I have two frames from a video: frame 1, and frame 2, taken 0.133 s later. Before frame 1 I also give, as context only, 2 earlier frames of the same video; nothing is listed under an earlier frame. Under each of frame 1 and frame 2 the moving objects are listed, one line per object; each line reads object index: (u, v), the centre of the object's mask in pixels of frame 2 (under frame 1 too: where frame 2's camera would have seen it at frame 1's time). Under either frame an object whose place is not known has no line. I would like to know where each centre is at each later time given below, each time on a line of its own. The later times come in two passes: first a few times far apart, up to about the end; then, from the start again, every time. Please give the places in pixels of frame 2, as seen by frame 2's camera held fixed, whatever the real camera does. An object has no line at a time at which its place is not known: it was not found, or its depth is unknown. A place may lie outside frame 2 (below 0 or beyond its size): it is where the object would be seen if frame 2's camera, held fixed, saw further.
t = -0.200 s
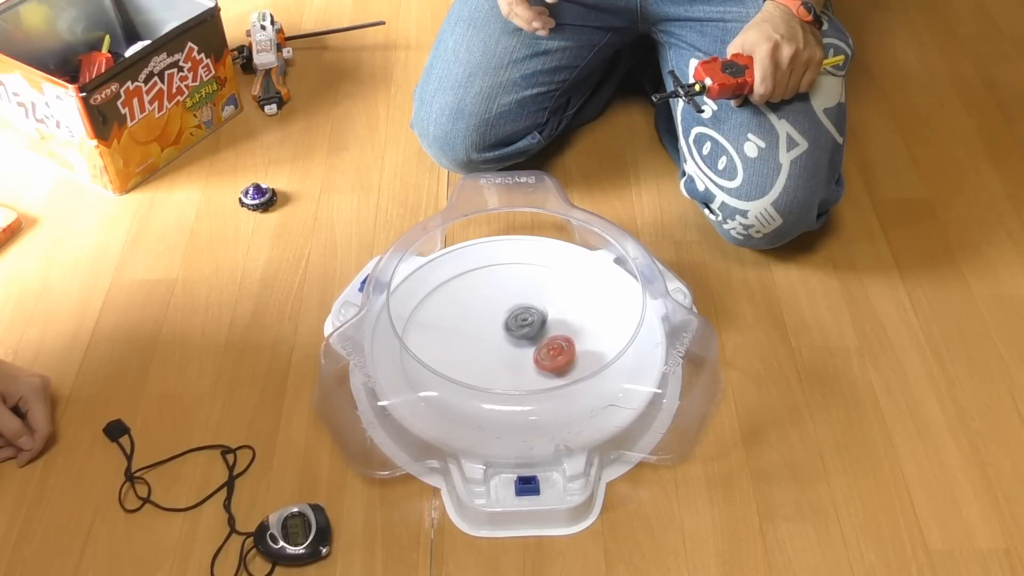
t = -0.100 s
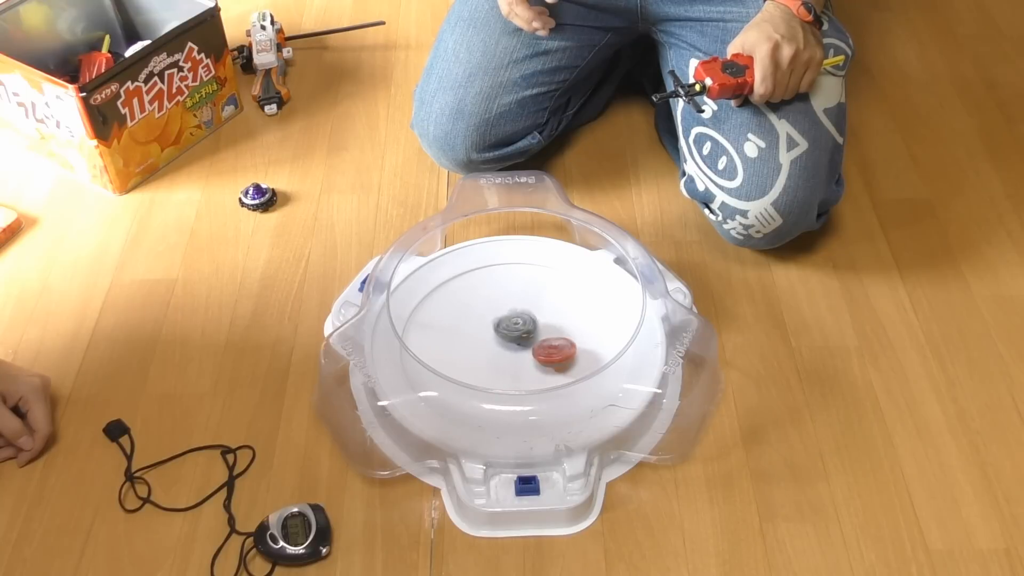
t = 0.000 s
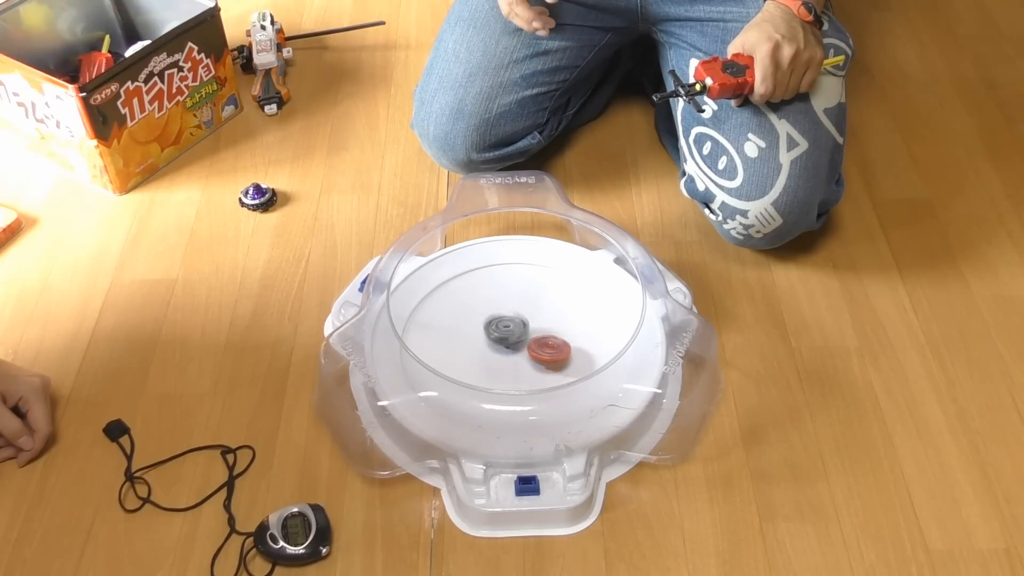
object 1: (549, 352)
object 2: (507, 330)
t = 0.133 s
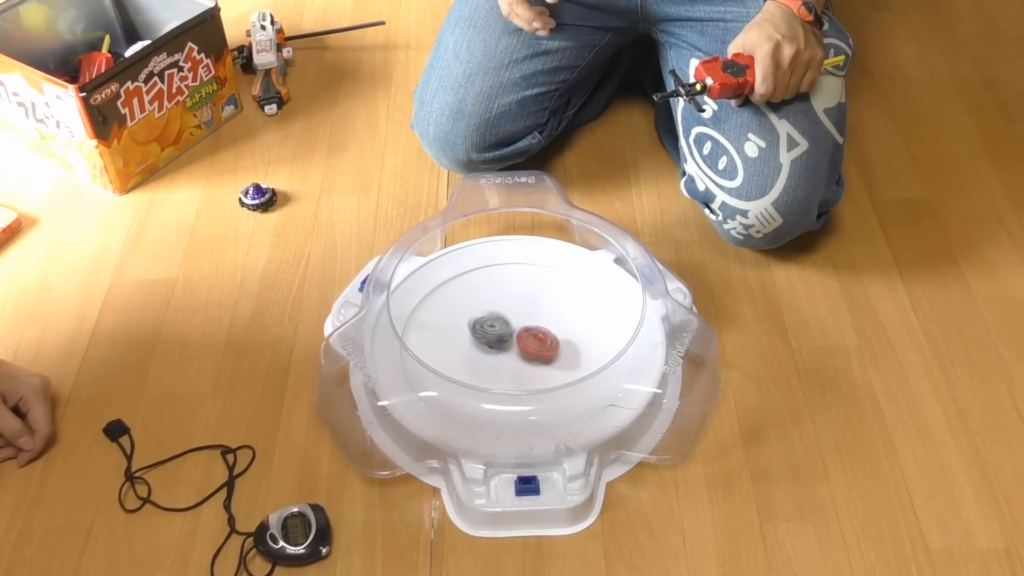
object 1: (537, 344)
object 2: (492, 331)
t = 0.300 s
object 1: (536, 336)
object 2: (484, 325)
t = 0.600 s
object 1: (541, 343)
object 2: (498, 312)
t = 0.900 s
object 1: (538, 368)
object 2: (505, 317)
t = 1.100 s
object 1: (528, 363)
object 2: (527, 329)
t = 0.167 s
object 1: (537, 342)
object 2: (488, 329)
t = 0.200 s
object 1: (536, 341)
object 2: (487, 328)
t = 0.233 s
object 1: (536, 339)
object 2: (486, 327)
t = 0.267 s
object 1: (536, 337)
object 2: (484, 325)
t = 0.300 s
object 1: (536, 336)
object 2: (484, 325)
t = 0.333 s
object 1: (537, 335)
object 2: (483, 322)
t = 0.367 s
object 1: (537, 334)
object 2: (484, 320)
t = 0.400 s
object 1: (537, 334)
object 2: (486, 319)
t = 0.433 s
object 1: (537, 334)
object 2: (488, 317)
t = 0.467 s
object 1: (537, 334)
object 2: (490, 317)
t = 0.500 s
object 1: (536, 334)
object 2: (492, 316)
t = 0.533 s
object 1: (536, 335)
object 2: (494, 316)
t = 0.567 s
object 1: (537, 335)
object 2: (497, 316)
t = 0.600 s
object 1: (541, 343)
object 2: (498, 312)
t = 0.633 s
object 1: (546, 349)
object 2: (497, 308)
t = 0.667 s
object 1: (549, 358)
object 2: (497, 303)
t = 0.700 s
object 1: (551, 362)
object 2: (496, 301)
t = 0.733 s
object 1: (549, 366)
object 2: (497, 302)
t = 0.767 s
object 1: (547, 369)
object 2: (497, 303)
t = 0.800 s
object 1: (544, 370)
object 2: (498, 306)
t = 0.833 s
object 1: (542, 370)
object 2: (499, 308)
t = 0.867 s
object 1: (540, 369)
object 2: (503, 311)
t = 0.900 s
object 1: (538, 368)
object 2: (505, 317)
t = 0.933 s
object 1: (535, 366)
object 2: (509, 321)
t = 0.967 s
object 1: (532, 364)
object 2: (513, 325)
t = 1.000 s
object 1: (531, 361)
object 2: (517, 327)
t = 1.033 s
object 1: (529, 363)
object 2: (521, 328)
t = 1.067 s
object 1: (528, 364)
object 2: (525, 328)
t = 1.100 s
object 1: (528, 363)
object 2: (527, 329)
